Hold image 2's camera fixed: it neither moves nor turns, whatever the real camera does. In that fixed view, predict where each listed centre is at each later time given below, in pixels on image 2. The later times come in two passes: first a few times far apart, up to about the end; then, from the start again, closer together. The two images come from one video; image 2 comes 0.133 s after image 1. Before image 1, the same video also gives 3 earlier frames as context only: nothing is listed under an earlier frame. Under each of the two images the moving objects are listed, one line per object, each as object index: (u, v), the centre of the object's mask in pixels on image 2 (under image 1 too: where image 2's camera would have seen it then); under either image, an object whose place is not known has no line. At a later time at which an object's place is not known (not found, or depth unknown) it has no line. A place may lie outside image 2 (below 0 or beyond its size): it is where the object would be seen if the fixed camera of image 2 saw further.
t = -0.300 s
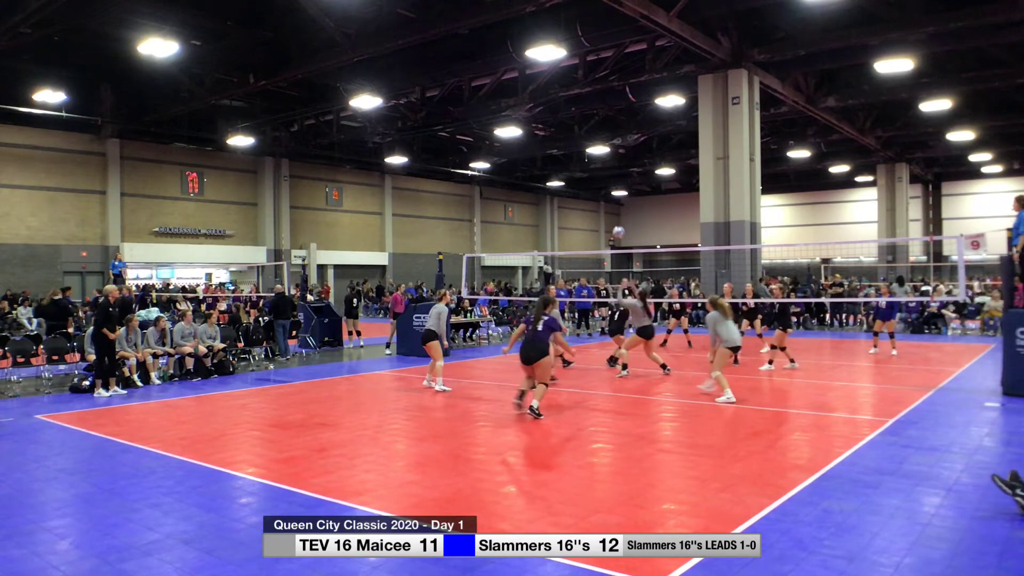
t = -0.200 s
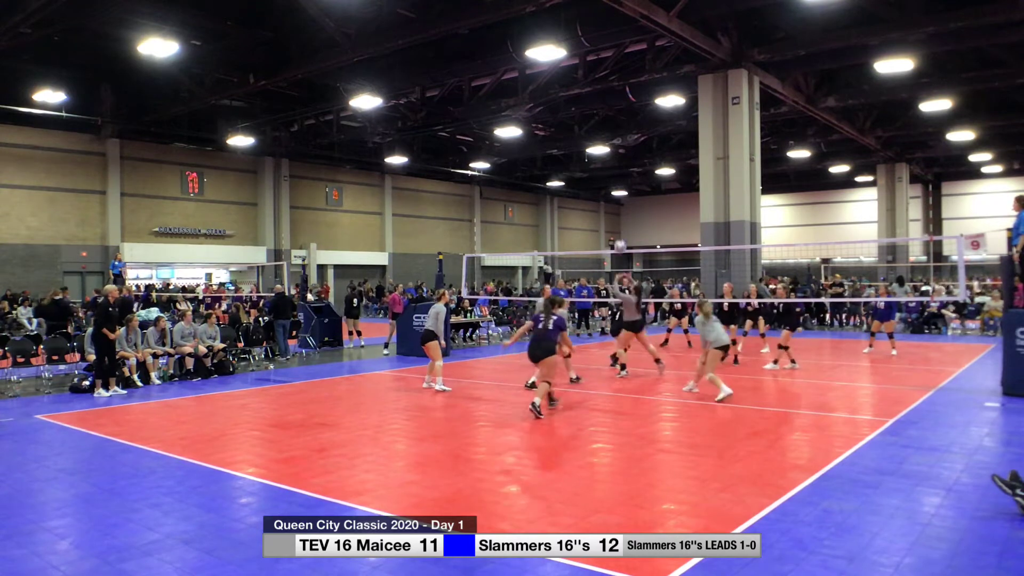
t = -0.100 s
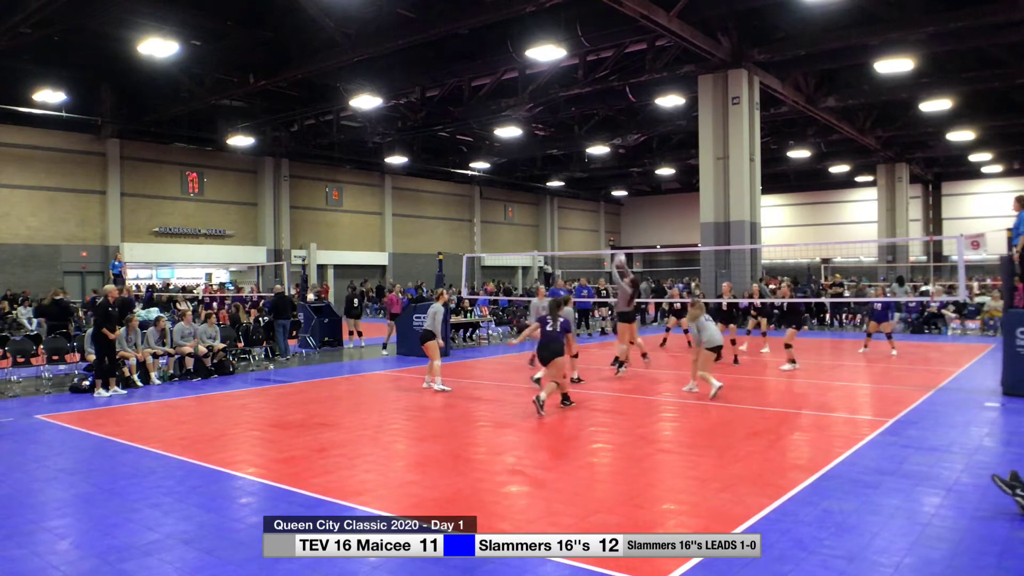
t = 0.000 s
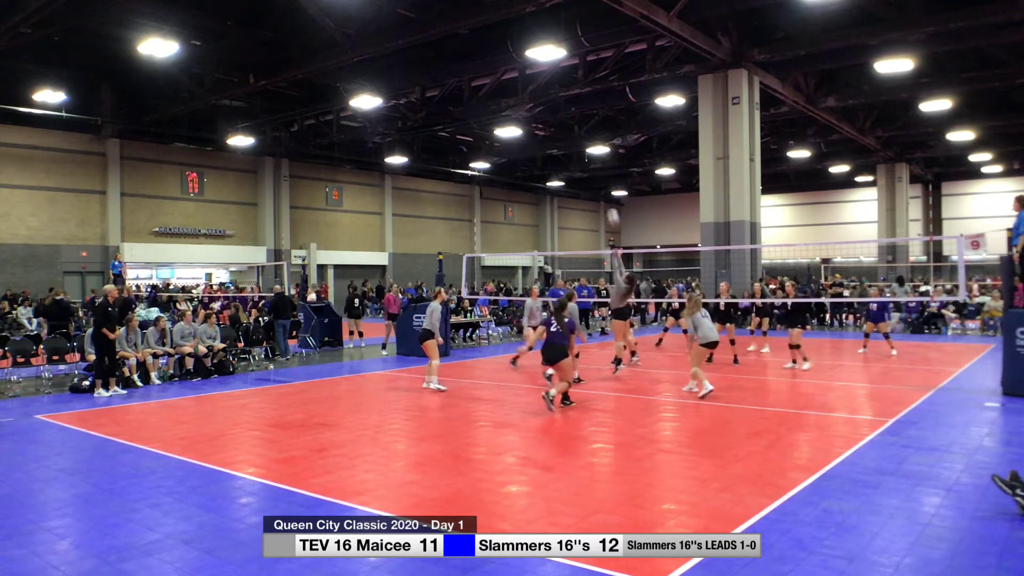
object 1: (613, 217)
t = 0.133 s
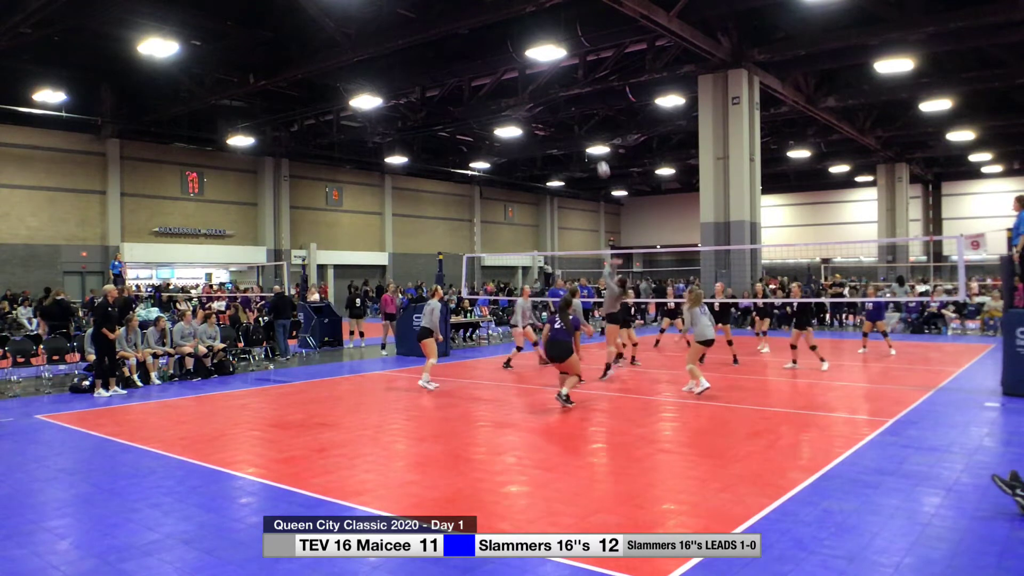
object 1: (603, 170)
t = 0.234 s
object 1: (595, 139)
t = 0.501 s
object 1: (575, 95)
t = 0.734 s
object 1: (559, 88)
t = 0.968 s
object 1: (543, 112)
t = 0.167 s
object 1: (601, 160)
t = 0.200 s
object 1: (598, 149)
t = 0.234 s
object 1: (595, 139)
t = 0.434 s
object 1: (580, 103)
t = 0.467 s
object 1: (577, 99)
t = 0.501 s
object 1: (575, 95)
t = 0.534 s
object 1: (572, 92)
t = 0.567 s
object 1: (570, 90)
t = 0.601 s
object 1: (568, 89)
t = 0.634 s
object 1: (565, 88)
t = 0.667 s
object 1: (563, 87)
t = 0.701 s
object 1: (561, 87)
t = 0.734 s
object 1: (559, 88)
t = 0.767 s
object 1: (556, 90)
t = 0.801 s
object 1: (554, 92)
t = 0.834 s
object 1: (552, 95)
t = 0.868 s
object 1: (550, 98)
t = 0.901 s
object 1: (547, 102)
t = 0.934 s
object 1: (545, 106)
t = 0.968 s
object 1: (543, 112)
